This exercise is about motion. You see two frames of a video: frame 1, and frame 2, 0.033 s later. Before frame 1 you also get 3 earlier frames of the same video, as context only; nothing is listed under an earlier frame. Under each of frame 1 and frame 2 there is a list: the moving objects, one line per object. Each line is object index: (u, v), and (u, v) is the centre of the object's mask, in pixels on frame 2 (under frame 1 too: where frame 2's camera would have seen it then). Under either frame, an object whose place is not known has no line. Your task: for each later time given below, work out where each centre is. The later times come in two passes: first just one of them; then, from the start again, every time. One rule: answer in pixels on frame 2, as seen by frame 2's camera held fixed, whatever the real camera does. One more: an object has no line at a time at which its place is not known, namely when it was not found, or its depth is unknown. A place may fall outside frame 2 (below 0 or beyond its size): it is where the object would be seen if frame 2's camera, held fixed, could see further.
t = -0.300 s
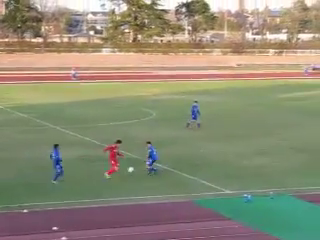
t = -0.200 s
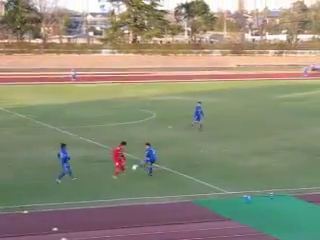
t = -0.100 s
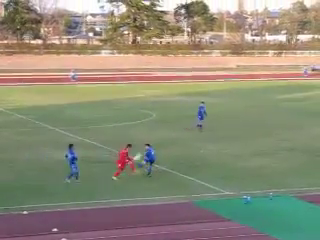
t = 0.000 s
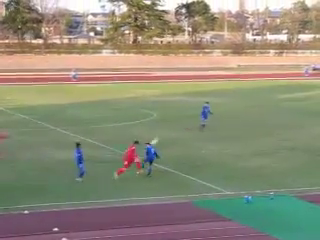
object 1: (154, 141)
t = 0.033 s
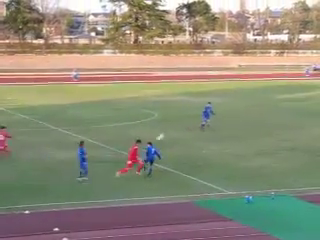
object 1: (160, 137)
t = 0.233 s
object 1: (191, 115)
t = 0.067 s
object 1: (165, 133)
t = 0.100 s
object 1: (170, 129)
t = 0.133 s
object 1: (175, 126)
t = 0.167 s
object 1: (180, 122)
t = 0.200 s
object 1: (186, 119)
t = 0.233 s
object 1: (191, 115)
